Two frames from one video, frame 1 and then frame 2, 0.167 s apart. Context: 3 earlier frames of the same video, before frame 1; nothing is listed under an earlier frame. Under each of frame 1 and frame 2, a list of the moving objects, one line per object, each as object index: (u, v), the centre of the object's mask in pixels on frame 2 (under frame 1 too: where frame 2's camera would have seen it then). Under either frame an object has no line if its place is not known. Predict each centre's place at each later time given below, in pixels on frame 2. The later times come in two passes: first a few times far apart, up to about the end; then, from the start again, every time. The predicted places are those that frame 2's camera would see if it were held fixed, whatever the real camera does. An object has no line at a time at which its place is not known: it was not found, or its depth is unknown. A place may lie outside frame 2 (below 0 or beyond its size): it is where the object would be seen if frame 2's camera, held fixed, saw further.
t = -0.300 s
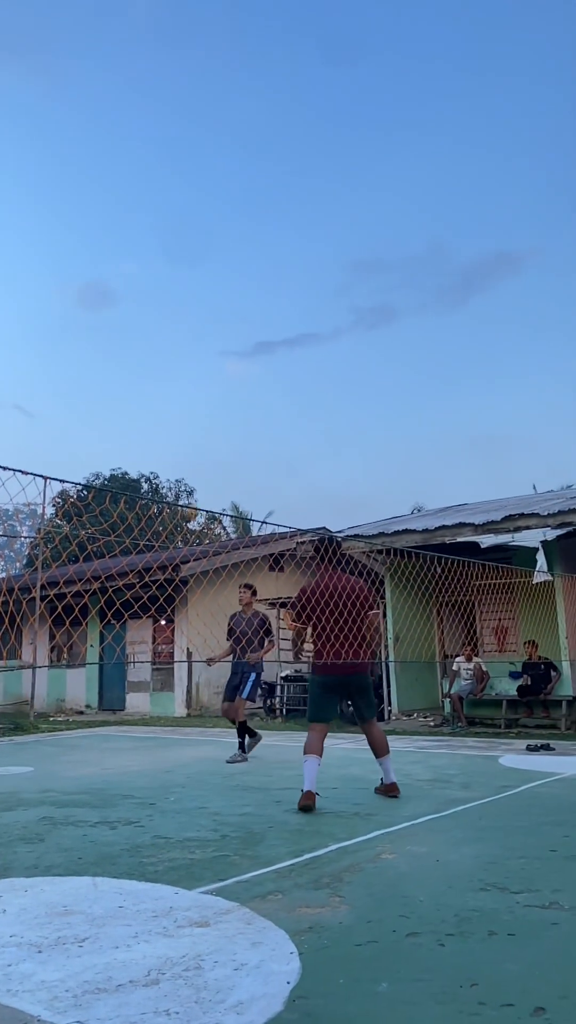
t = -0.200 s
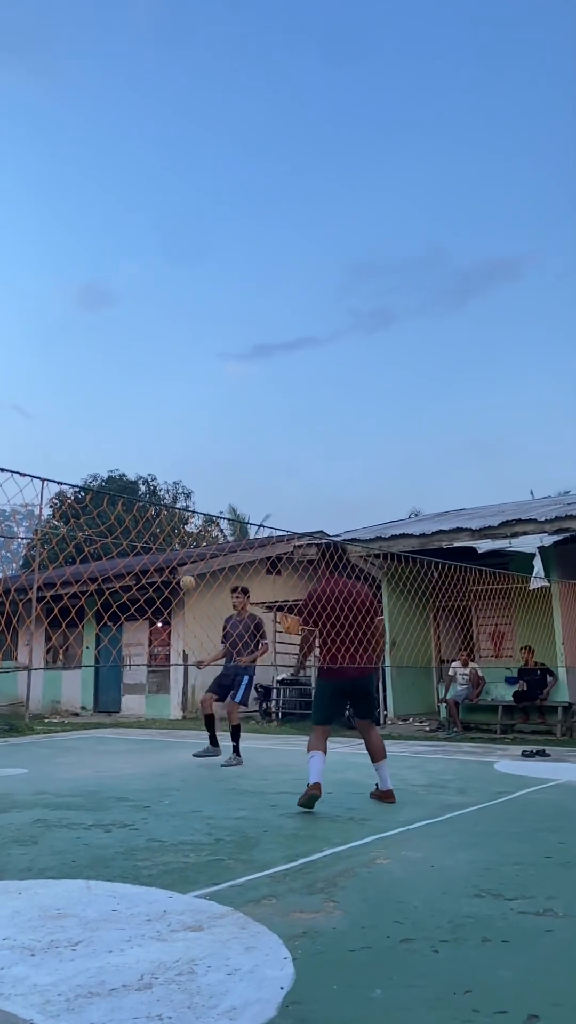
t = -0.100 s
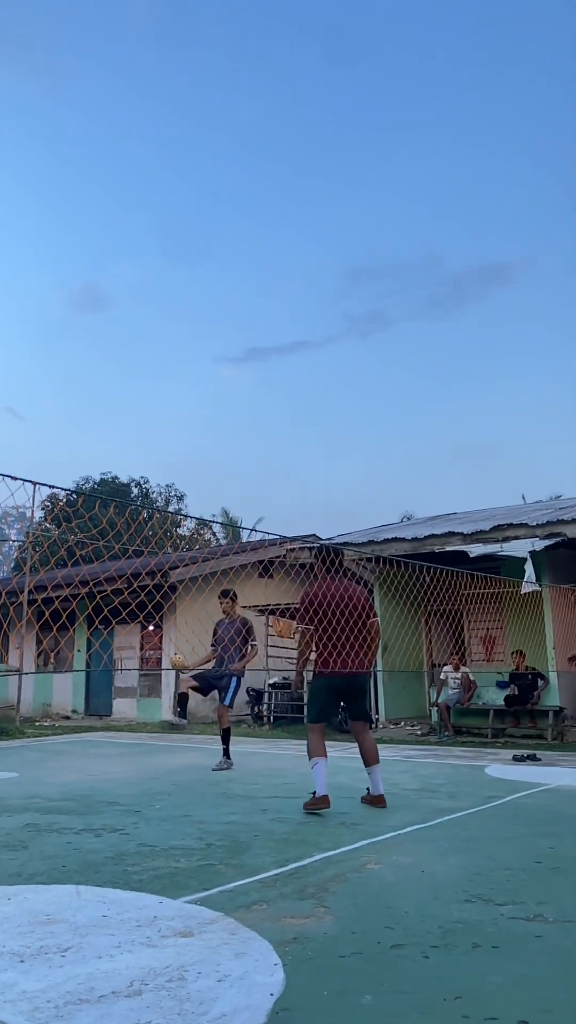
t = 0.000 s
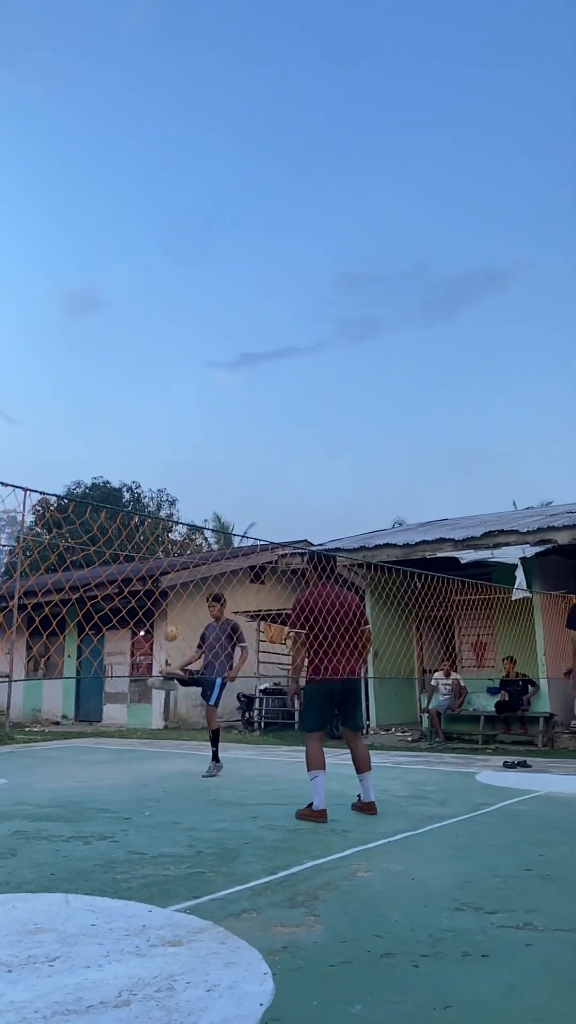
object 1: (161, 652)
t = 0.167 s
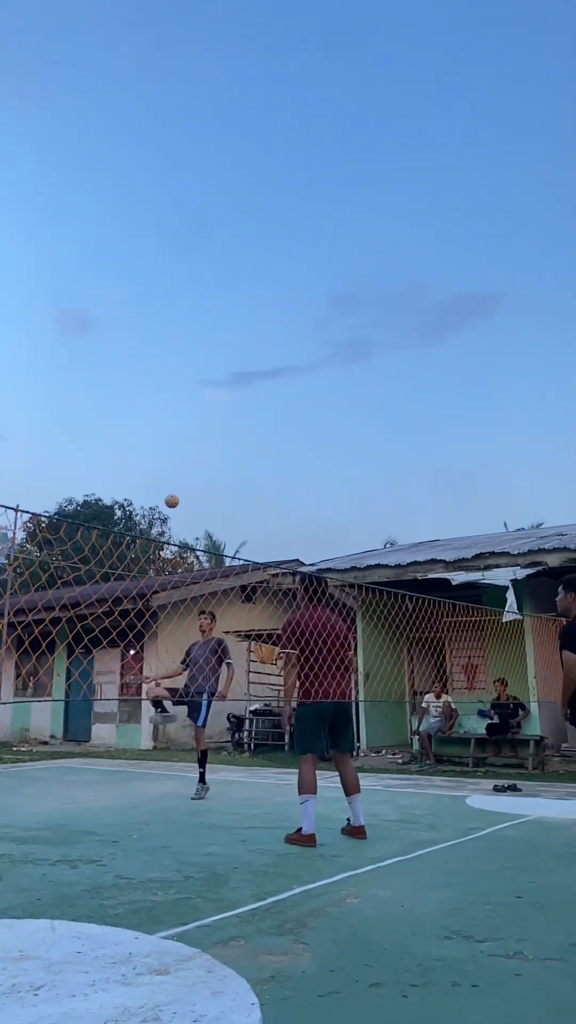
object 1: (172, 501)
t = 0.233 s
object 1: (175, 451)
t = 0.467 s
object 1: (186, 314)
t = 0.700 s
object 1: (196, 230)
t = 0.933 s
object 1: (205, 199)
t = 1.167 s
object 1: (214, 223)
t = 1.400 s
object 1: (226, 308)
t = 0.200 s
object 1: (173, 475)
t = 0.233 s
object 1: (175, 451)
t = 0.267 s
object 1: (177, 428)
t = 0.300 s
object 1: (178, 406)
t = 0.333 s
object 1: (180, 385)
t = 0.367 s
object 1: (181, 365)
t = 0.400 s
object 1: (183, 347)
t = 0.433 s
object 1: (184, 330)
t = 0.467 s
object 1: (186, 314)
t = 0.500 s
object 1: (187, 298)
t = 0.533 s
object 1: (189, 284)
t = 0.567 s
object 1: (190, 271)
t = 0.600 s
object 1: (191, 259)
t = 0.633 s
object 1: (193, 249)
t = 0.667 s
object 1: (194, 239)
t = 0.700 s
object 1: (196, 230)
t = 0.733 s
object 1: (197, 223)
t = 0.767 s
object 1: (199, 216)
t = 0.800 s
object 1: (200, 210)
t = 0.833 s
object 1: (201, 206)
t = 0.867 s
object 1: (203, 203)
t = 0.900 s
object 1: (204, 200)
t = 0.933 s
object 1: (205, 199)
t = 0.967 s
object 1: (206, 199)
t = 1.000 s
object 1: (208, 200)
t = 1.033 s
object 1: (209, 203)
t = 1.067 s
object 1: (210, 206)
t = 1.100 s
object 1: (212, 210)
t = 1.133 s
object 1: (213, 216)
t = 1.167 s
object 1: (214, 223)
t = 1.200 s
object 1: (215, 231)
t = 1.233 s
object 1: (217, 241)
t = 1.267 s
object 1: (221, 251)
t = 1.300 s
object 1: (223, 263)
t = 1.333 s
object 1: (225, 277)
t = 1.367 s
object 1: (226, 291)
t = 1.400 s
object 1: (226, 308)
